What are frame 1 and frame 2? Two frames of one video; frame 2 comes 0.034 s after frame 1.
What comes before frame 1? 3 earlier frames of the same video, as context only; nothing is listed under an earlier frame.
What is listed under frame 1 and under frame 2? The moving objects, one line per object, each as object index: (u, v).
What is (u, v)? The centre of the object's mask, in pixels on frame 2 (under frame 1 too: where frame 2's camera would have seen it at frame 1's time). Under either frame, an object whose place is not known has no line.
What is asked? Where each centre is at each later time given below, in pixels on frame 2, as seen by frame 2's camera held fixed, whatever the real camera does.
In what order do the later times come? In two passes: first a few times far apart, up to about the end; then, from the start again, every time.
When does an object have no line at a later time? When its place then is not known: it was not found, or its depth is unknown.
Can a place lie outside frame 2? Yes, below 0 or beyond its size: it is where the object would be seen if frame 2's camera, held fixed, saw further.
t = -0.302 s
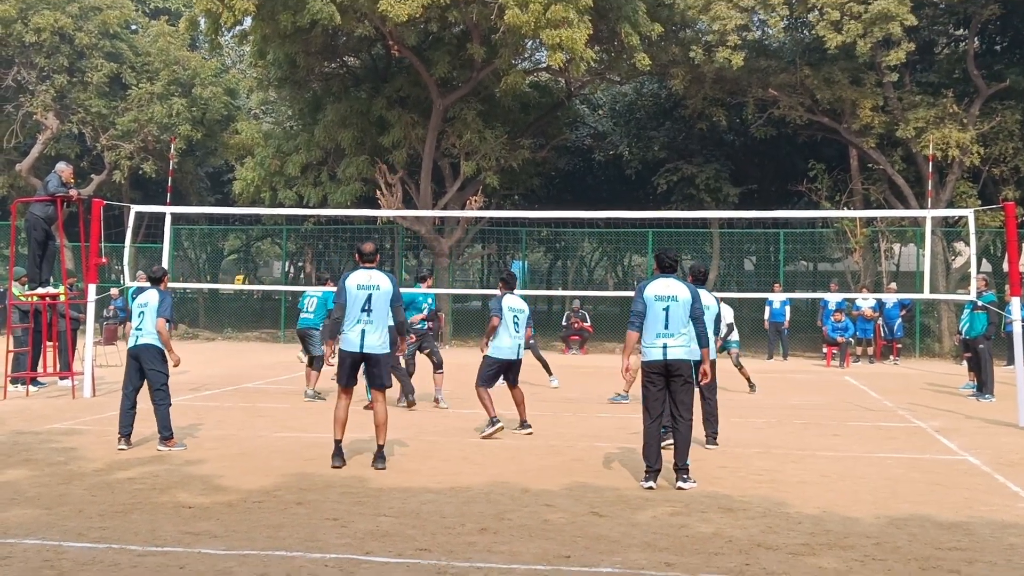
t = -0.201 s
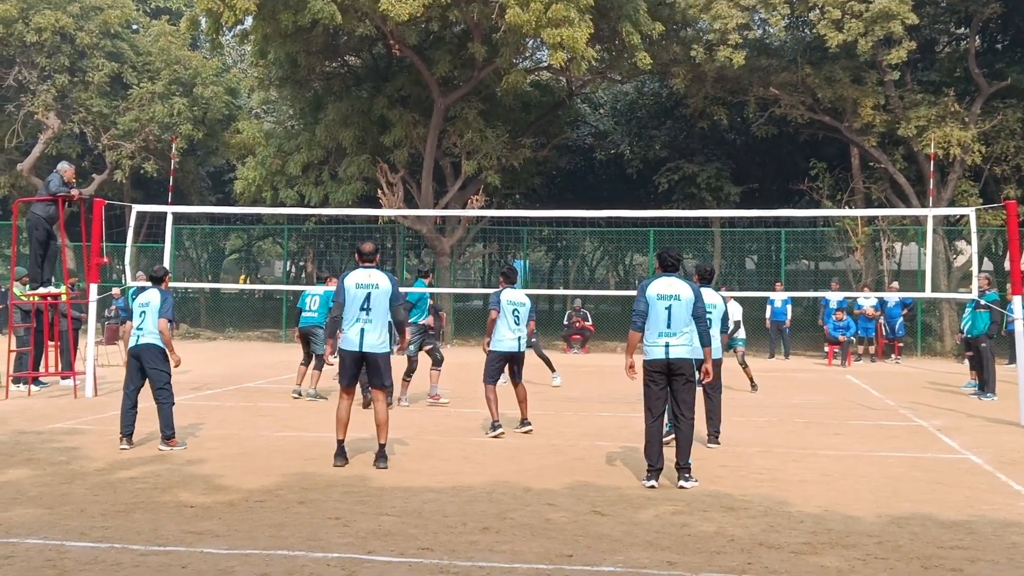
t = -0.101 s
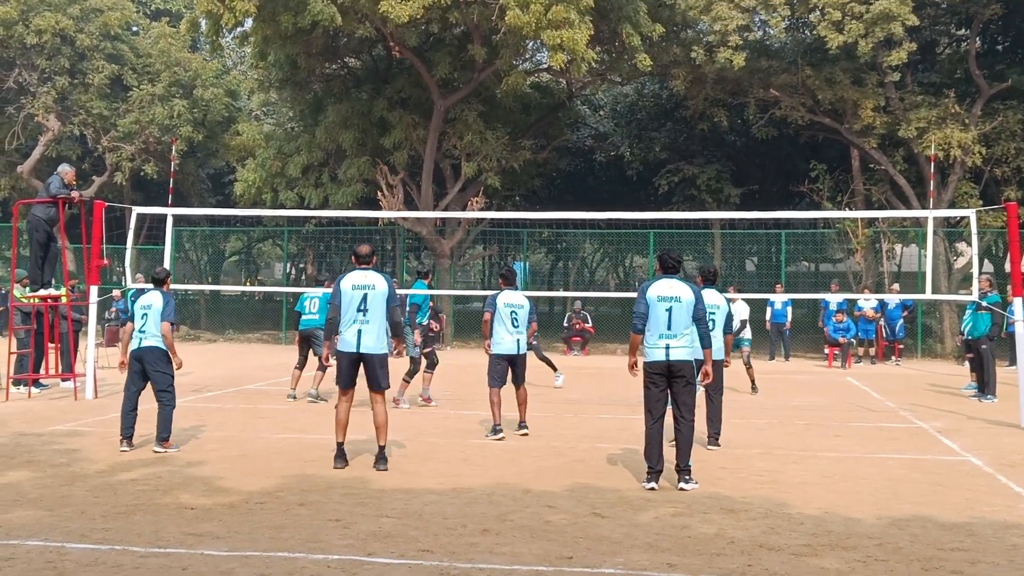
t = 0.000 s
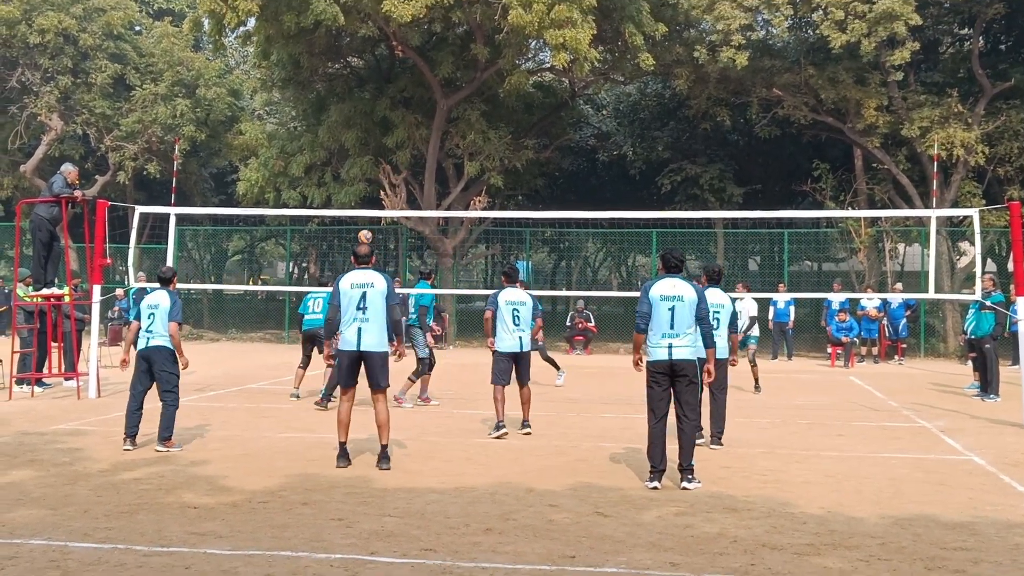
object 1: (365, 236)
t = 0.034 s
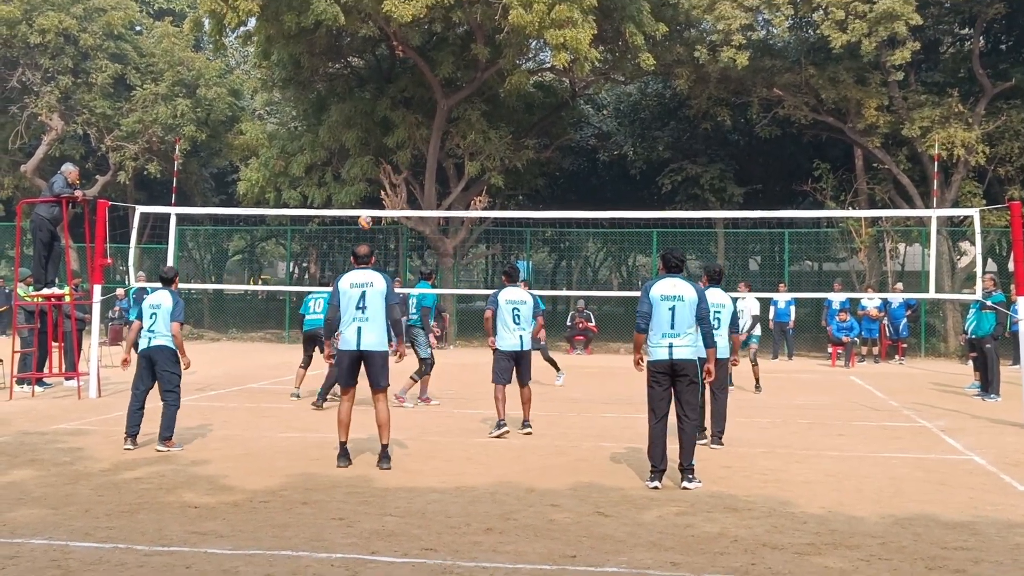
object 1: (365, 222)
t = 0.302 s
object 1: (362, 128)
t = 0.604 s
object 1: (358, 75)
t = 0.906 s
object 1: (352, 84)
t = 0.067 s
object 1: (364, 206)
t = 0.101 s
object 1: (364, 195)
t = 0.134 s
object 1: (364, 182)
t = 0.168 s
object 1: (364, 170)
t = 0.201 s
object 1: (363, 158)
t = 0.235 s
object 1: (363, 147)
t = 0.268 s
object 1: (363, 137)
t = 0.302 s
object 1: (362, 128)
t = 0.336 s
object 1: (362, 119)
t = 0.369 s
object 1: (361, 111)
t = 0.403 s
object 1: (361, 104)
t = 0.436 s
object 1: (361, 97)
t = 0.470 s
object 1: (360, 91)
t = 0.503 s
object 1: (360, 86)
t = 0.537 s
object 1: (360, 81)
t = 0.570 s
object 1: (359, 78)
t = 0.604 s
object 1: (358, 75)
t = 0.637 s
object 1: (358, 73)
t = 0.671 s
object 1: (357, 71)
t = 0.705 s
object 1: (356, 71)
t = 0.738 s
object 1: (356, 71)
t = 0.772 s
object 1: (355, 72)
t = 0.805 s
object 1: (354, 74)
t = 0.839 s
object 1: (353, 77)
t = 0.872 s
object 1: (353, 80)
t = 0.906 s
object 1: (352, 84)
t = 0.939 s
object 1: (351, 90)
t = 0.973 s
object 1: (350, 96)
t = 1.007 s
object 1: (349, 104)
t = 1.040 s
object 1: (348, 111)
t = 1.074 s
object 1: (348, 120)
